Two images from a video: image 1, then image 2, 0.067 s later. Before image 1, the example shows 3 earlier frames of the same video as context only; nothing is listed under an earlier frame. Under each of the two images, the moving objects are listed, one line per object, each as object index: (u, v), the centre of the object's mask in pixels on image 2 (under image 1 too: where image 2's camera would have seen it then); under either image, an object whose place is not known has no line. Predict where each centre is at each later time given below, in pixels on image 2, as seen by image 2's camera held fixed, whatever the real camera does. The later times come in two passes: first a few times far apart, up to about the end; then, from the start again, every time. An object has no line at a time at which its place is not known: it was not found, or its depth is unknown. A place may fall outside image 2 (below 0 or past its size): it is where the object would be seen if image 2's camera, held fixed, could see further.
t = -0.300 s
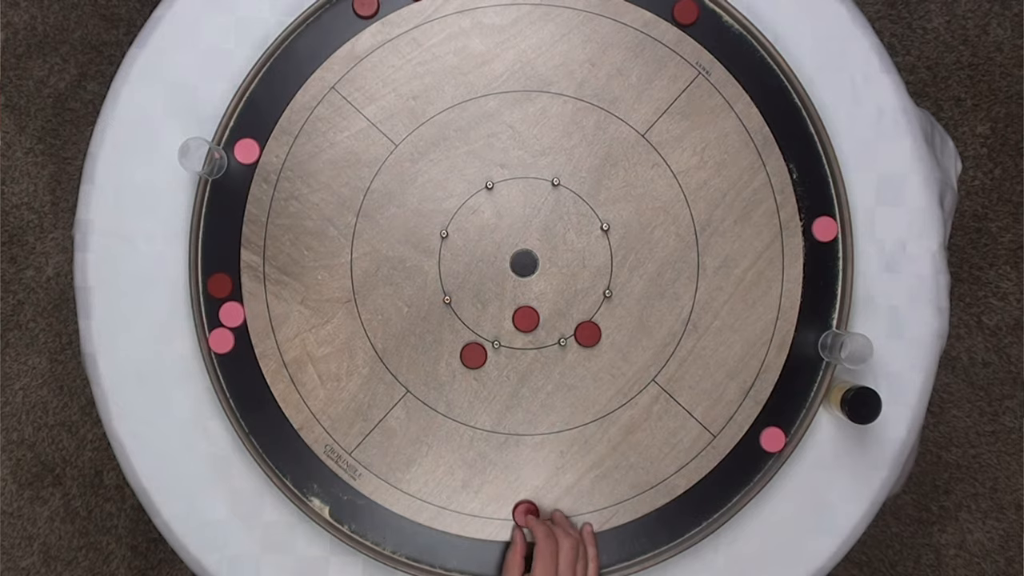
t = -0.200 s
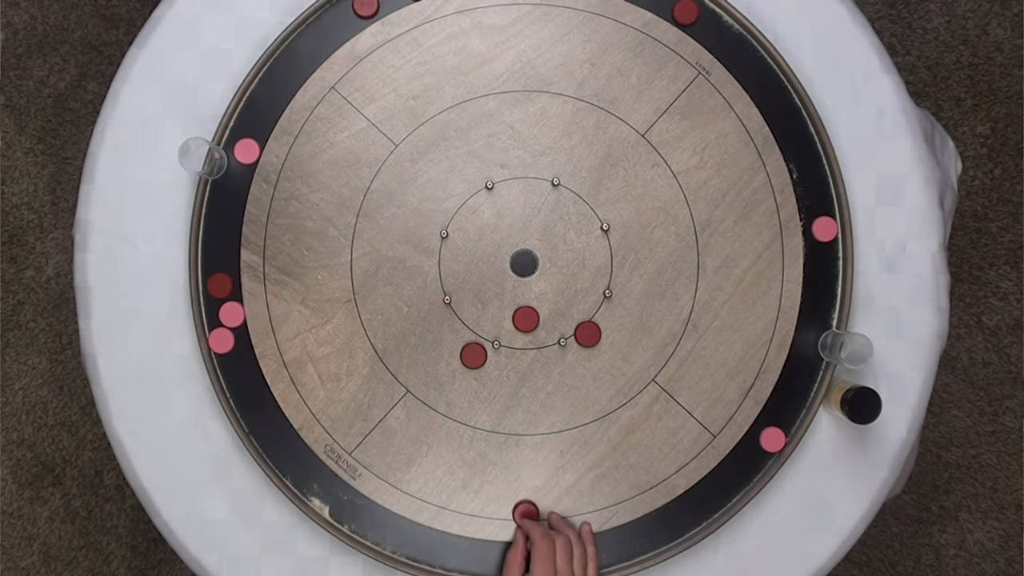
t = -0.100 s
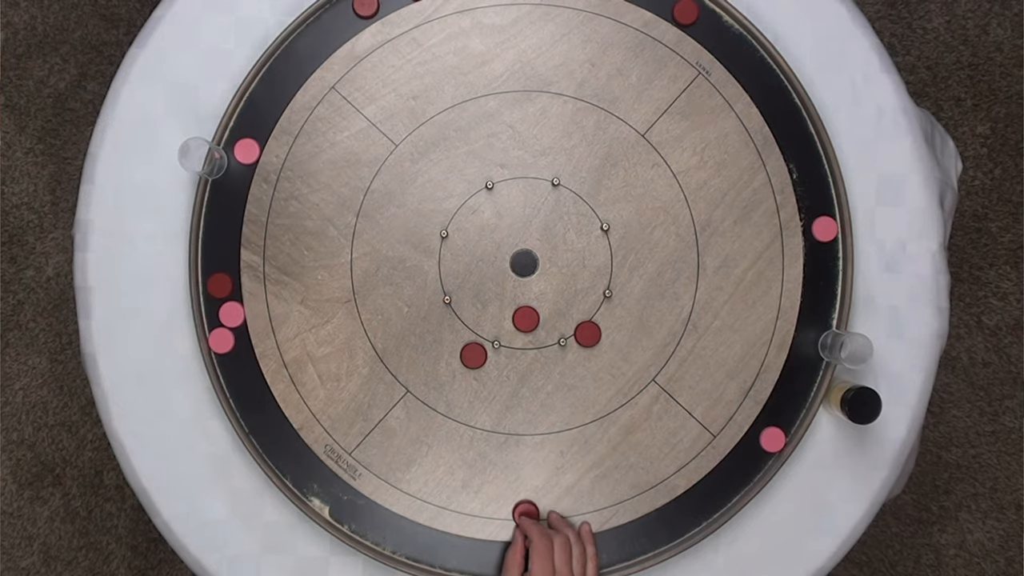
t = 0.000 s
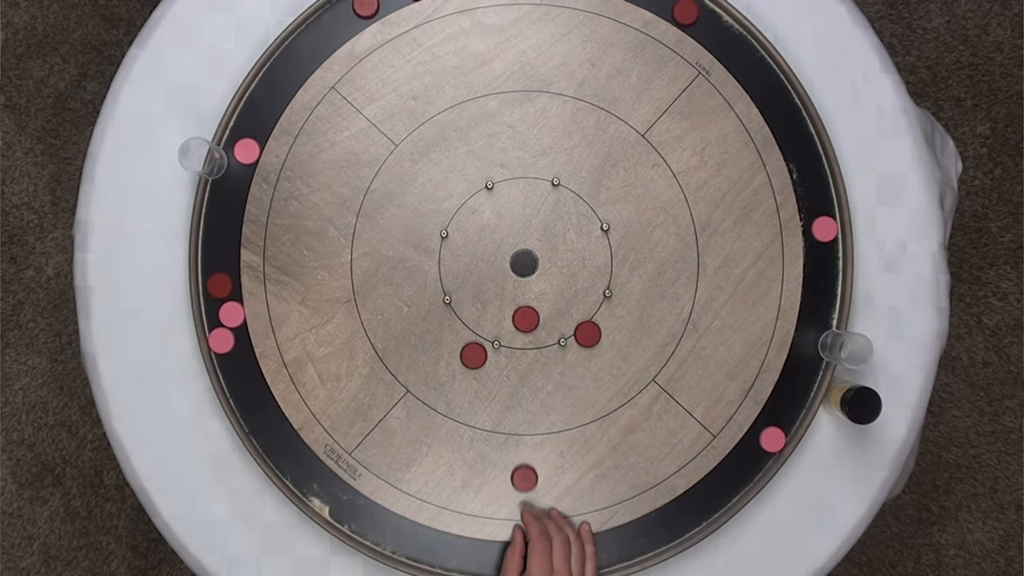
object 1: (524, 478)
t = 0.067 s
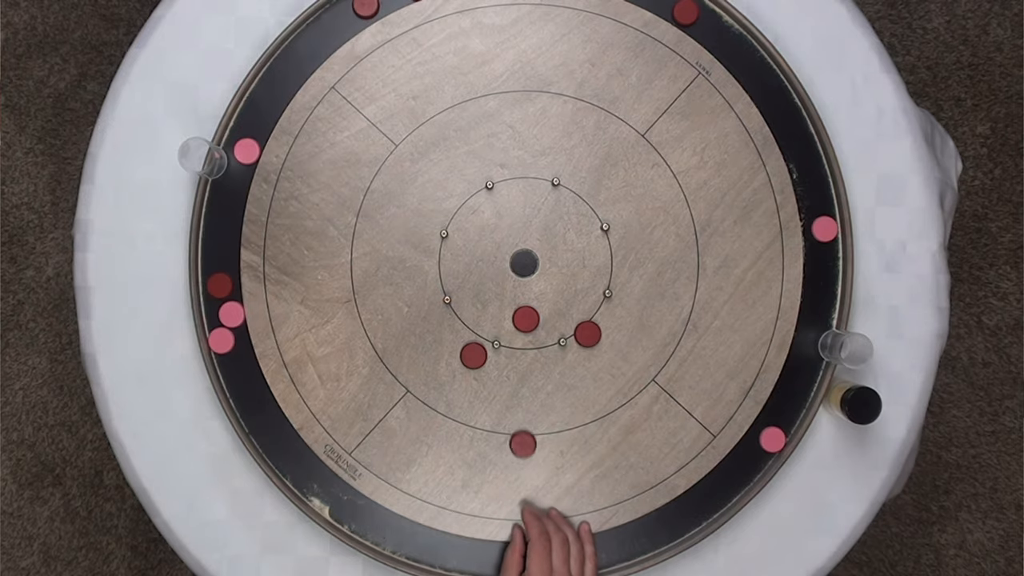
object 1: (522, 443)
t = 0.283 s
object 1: (520, 346)
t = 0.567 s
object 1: (518, 345)
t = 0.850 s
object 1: (518, 345)
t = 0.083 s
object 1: (522, 435)
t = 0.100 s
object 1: (522, 426)
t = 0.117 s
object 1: (522, 418)
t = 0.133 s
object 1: (521, 410)
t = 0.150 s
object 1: (521, 402)
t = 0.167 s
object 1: (521, 395)
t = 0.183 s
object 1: (521, 387)
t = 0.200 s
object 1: (520, 379)
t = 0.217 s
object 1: (520, 372)
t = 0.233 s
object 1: (520, 365)
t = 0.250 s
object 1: (520, 358)
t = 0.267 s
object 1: (520, 351)
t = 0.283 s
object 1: (520, 346)
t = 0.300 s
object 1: (519, 345)
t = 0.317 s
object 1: (519, 345)
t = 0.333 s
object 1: (518, 345)
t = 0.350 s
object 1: (518, 345)
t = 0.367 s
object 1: (518, 345)
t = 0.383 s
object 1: (518, 345)
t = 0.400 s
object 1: (518, 345)
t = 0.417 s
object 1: (518, 345)
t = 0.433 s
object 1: (518, 345)
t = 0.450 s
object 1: (518, 345)
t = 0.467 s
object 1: (518, 345)
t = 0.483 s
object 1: (518, 345)
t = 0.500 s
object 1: (518, 345)
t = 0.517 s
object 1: (518, 345)
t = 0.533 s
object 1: (518, 345)
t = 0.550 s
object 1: (518, 345)
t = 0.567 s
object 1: (518, 345)
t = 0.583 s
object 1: (518, 345)
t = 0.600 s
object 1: (518, 345)
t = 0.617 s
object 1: (518, 345)
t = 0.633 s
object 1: (518, 345)
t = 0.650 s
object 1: (518, 345)
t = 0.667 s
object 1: (518, 345)
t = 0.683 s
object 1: (518, 345)
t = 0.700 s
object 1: (518, 345)
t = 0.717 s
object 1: (518, 345)
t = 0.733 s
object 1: (518, 345)
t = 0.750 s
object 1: (518, 345)
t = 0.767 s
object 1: (518, 345)
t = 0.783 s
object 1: (518, 345)
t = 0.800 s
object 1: (518, 345)
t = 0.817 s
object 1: (518, 345)
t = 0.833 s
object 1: (518, 345)
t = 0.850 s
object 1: (518, 345)
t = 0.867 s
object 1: (518, 345)
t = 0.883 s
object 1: (518, 345)
